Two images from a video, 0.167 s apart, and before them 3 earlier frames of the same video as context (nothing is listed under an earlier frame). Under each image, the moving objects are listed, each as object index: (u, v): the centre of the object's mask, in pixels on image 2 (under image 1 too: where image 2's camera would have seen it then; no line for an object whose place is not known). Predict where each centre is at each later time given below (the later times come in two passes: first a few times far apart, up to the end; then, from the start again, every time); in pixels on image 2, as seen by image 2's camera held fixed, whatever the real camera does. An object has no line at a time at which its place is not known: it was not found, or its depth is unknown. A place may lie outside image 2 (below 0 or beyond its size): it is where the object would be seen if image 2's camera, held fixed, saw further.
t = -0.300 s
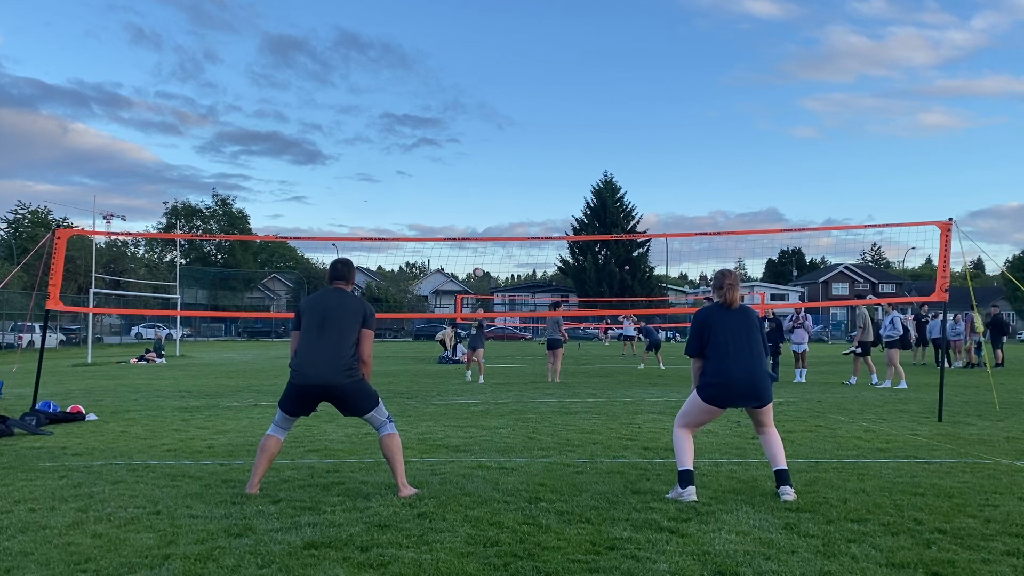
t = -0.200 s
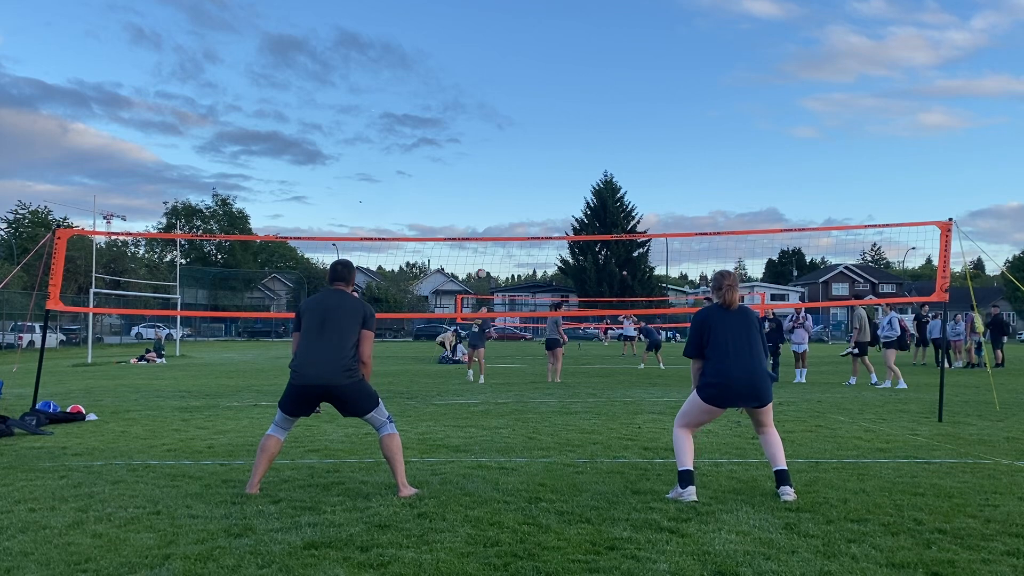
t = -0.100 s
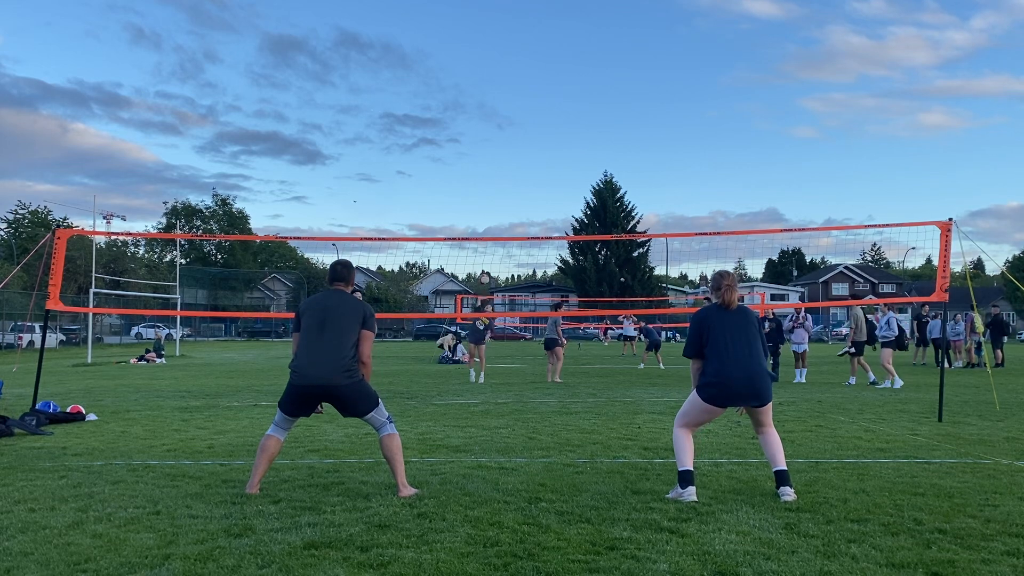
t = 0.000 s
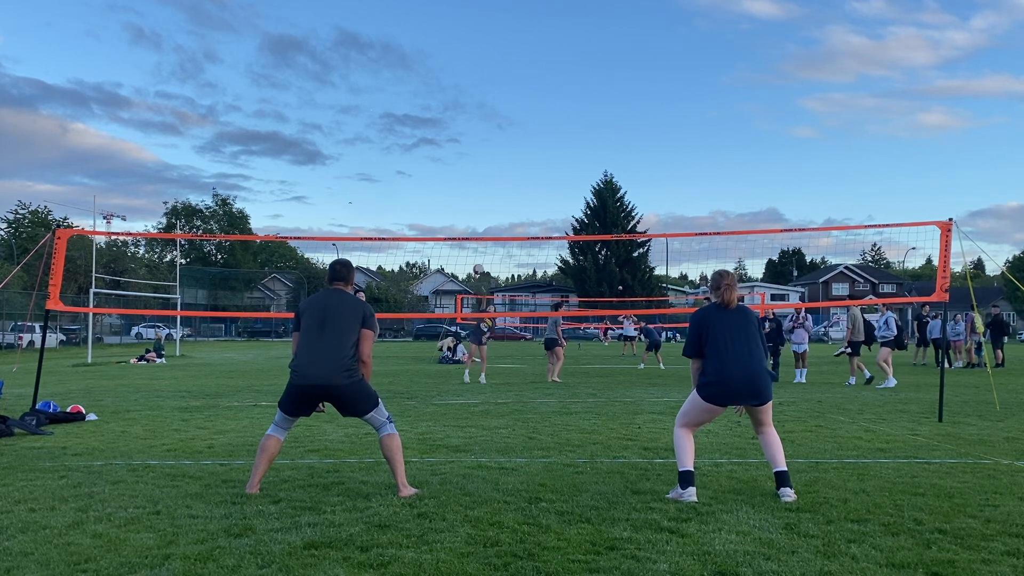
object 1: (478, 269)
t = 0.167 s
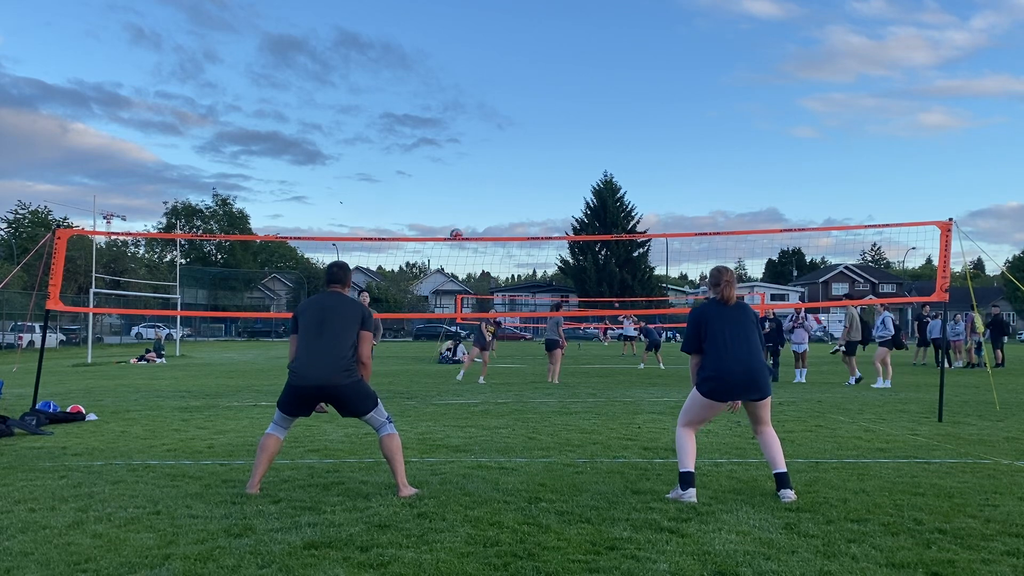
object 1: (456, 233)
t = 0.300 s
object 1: (434, 211)
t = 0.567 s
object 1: (370, 185)
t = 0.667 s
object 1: (337, 188)
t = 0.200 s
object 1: (451, 228)
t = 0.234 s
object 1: (445, 222)
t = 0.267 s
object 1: (440, 216)
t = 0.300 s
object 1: (434, 211)
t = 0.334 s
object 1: (427, 206)
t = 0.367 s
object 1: (420, 201)
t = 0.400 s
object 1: (413, 197)
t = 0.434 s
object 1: (406, 194)
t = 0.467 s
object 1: (398, 191)
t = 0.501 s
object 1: (389, 188)
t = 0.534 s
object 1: (380, 186)
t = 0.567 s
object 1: (370, 185)
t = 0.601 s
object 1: (360, 185)
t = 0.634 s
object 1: (349, 186)
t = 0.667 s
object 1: (337, 188)
